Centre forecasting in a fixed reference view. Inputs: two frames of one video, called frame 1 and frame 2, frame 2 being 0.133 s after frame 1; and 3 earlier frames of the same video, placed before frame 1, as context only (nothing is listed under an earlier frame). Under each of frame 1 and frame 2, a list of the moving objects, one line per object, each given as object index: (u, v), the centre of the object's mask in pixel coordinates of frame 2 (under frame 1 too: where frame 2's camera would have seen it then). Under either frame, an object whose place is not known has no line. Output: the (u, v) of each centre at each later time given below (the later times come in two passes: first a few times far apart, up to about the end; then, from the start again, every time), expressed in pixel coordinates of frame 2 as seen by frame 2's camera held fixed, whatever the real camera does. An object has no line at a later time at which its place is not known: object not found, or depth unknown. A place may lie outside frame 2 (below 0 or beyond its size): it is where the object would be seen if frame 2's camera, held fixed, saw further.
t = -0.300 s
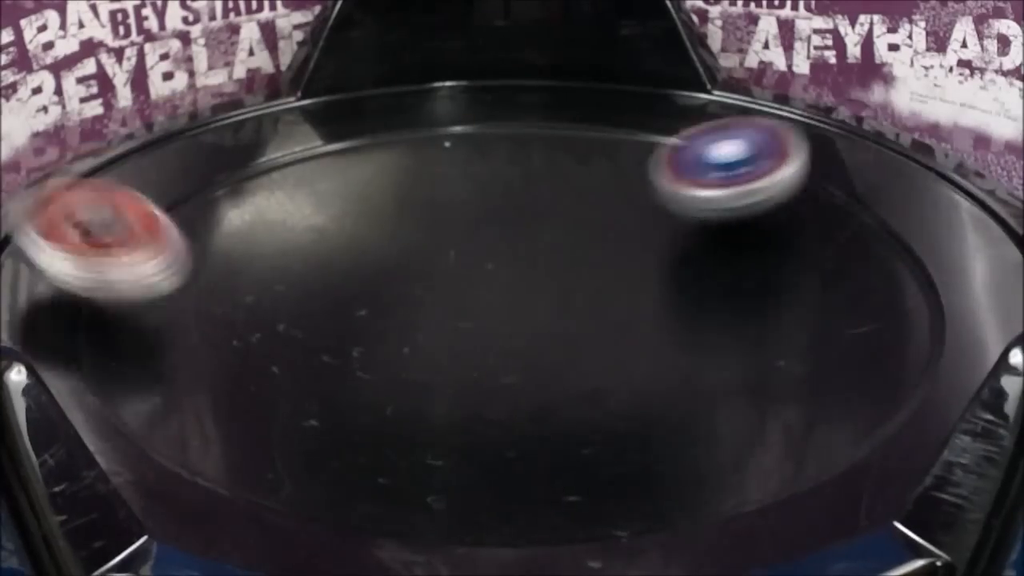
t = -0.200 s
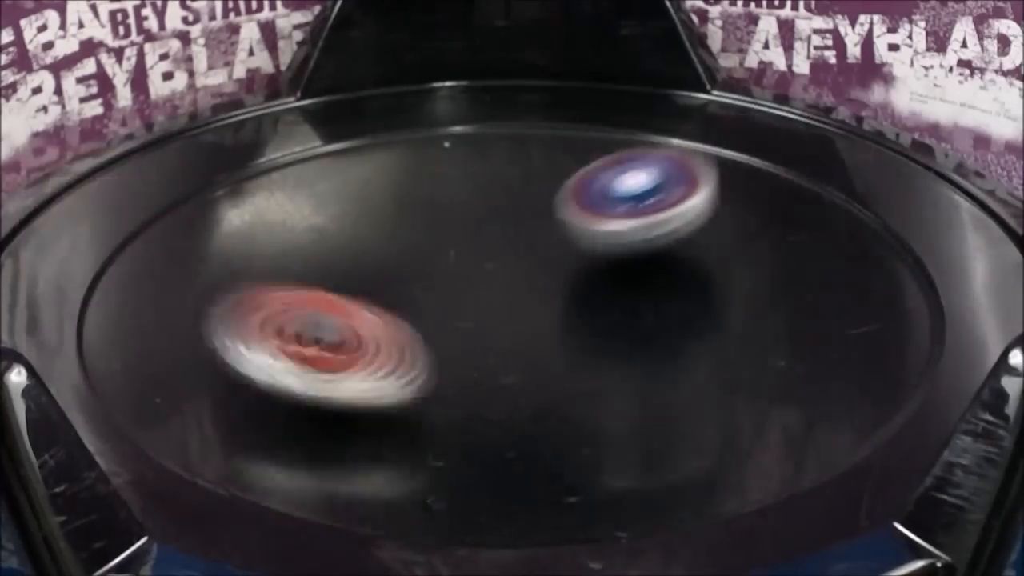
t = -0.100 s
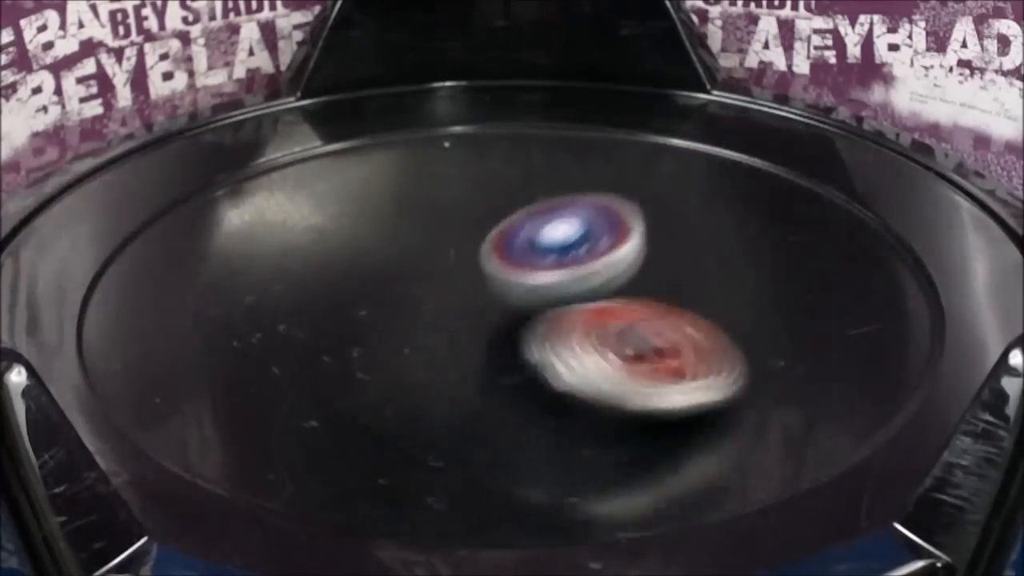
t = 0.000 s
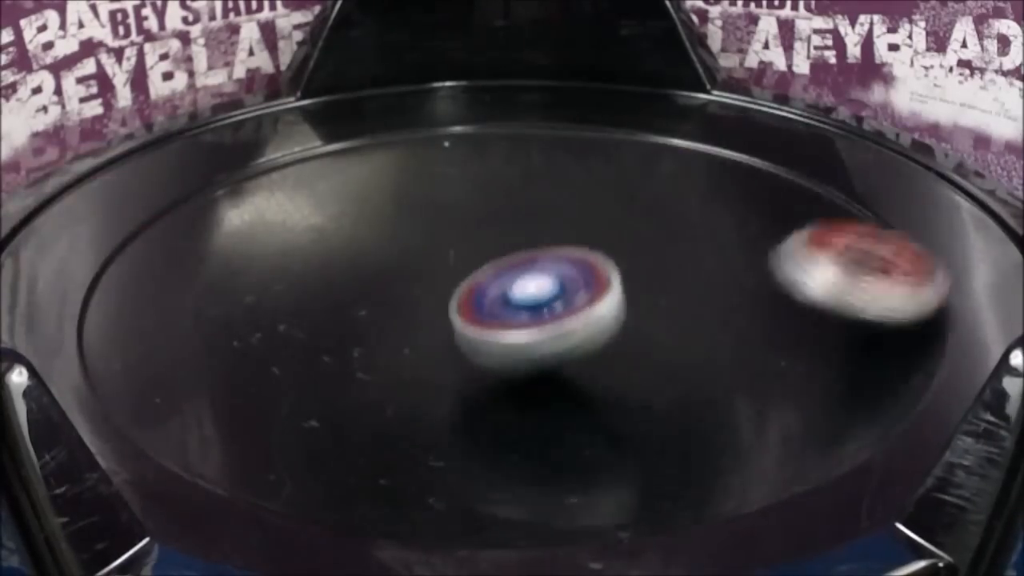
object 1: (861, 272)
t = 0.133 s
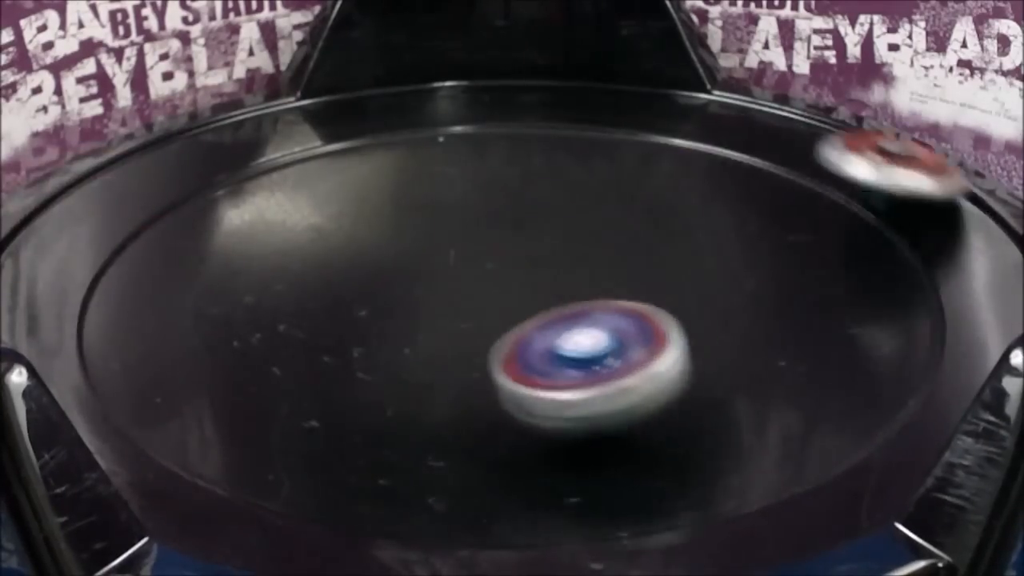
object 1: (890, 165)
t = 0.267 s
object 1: (716, 115)
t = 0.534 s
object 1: (133, 149)
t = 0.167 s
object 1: (860, 152)
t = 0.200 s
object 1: (821, 139)
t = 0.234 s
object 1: (774, 127)
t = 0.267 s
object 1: (716, 115)
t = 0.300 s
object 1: (656, 104)
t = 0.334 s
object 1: (593, 96)
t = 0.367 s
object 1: (524, 89)
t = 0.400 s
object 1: (448, 84)
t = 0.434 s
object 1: (370, 90)
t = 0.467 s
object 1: (290, 107)
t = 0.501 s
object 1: (211, 125)
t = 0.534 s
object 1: (133, 149)
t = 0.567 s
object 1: (59, 169)
